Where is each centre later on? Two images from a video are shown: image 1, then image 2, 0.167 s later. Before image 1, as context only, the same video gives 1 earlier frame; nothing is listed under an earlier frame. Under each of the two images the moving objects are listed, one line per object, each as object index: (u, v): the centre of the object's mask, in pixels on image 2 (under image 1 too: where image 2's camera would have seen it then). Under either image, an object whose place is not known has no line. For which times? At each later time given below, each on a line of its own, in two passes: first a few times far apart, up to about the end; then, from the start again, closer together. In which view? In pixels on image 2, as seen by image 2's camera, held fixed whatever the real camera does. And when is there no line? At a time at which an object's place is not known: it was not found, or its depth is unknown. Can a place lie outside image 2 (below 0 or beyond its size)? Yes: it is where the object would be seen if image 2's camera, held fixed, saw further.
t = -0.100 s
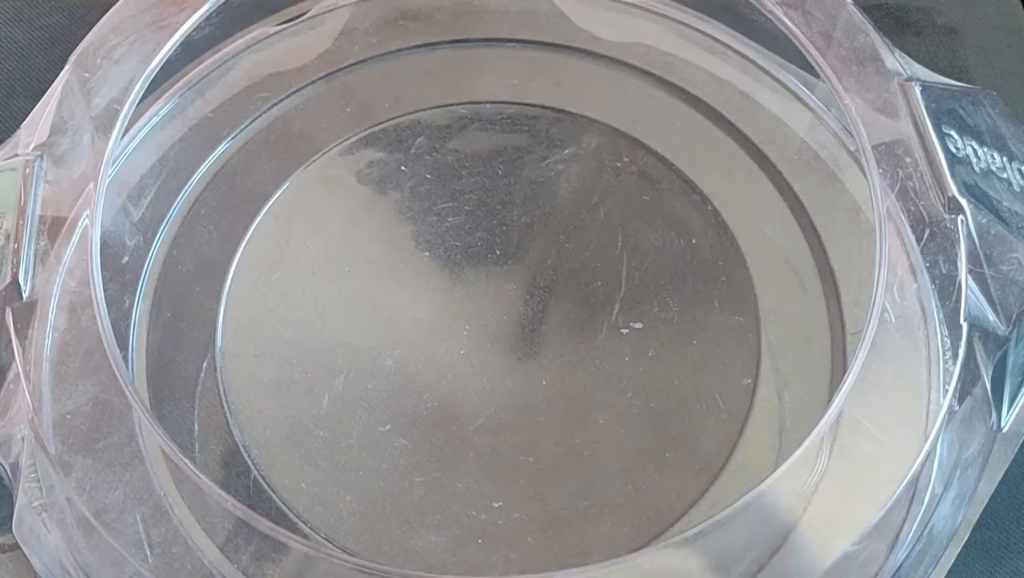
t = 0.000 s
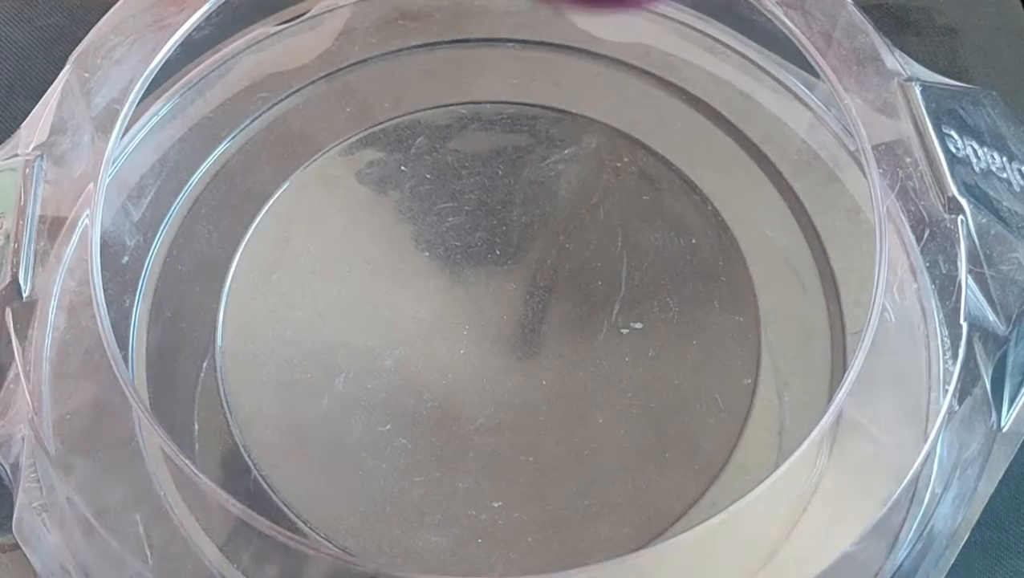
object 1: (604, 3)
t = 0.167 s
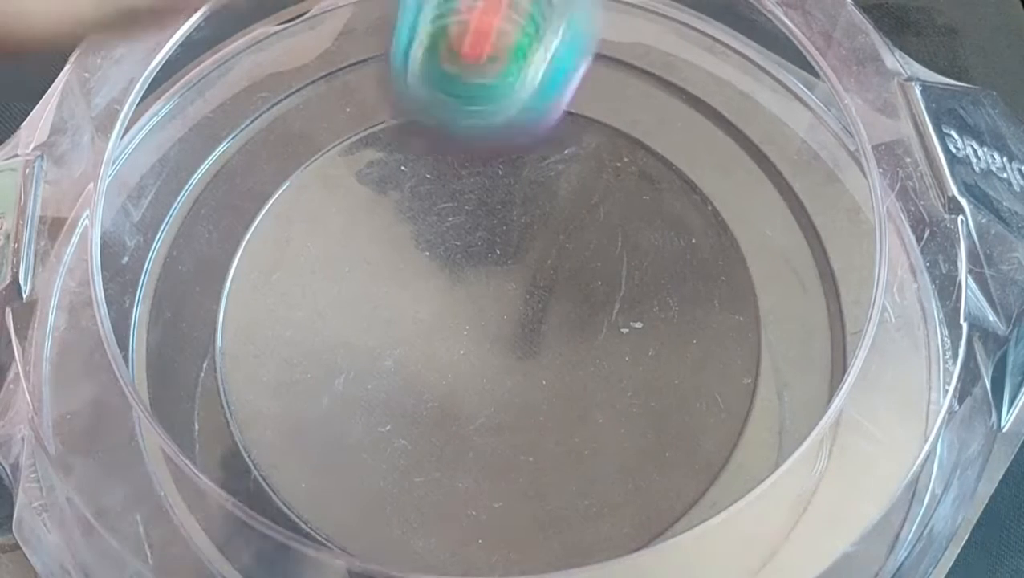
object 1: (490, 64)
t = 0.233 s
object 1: (452, 193)
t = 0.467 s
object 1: (455, 305)
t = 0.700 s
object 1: (507, 345)
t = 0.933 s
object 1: (520, 312)
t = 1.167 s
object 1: (473, 307)
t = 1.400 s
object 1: (487, 349)
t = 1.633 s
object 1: (525, 329)
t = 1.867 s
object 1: (486, 307)
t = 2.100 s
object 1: (483, 345)
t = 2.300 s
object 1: (520, 340)
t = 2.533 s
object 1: (493, 314)
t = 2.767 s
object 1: (487, 340)
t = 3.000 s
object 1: (502, 330)
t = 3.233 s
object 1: (487, 328)
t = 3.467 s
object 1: (494, 332)
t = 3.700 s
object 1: (490, 332)
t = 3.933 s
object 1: (490, 330)
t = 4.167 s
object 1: (489, 330)
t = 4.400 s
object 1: (489, 329)
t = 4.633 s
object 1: (489, 329)
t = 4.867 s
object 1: (489, 328)
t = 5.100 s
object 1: (489, 327)
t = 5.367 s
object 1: (489, 327)
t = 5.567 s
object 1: (489, 326)
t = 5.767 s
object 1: (489, 327)
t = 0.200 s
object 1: (468, 119)
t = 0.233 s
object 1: (452, 193)
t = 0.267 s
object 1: (437, 271)
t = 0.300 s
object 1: (433, 280)
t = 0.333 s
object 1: (434, 270)
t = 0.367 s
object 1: (437, 271)
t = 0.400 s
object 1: (443, 285)
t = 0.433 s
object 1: (448, 299)
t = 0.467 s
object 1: (455, 305)
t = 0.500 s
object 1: (462, 315)
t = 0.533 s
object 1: (468, 322)
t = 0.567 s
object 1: (476, 329)
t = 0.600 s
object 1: (482, 335)
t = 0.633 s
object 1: (491, 341)
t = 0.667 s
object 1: (499, 344)
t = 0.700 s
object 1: (507, 345)
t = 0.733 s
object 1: (514, 344)
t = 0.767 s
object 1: (518, 340)
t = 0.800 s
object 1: (523, 336)
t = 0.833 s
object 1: (524, 331)
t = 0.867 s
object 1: (525, 325)
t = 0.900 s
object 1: (524, 318)
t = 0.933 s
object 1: (520, 312)
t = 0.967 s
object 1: (515, 307)
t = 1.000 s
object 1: (509, 304)
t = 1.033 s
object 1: (502, 301)
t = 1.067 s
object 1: (494, 300)
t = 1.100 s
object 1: (487, 301)
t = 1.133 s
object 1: (479, 303)
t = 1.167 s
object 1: (473, 307)
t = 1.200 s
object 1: (469, 313)
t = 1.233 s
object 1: (466, 319)
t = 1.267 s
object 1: (466, 327)
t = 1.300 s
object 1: (469, 334)
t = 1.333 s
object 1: (473, 341)
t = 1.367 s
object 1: (478, 346)
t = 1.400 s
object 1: (487, 349)
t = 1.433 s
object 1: (495, 351)
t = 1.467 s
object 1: (503, 351)
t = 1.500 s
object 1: (511, 350)
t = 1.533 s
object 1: (518, 346)
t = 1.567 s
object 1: (522, 341)
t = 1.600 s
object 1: (524, 335)
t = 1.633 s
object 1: (525, 329)
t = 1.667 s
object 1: (524, 322)
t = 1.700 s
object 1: (520, 316)
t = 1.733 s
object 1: (515, 311)
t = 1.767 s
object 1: (507, 308)
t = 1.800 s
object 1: (501, 306)
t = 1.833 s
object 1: (493, 305)
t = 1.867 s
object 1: (486, 307)
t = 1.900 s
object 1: (479, 310)
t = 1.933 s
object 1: (475, 315)
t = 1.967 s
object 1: (472, 321)
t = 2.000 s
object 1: (471, 328)
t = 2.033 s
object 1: (474, 334)
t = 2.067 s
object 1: (477, 340)
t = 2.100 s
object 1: (483, 345)
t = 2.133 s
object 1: (490, 348)
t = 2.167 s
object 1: (497, 350)
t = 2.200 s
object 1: (505, 350)
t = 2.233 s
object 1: (511, 348)
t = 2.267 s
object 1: (517, 345)
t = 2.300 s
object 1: (520, 340)
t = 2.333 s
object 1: (521, 335)
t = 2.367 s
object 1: (520, 329)
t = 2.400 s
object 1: (517, 324)
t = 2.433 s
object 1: (512, 319)
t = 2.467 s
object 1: (506, 316)
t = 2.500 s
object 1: (500, 314)
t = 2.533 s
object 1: (493, 314)
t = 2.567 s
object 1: (488, 315)
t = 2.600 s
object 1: (483, 319)
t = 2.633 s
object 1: (480, 323)
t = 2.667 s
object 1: (479, 328)
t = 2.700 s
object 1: (480, 333)
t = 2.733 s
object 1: (483, 337)
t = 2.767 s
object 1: (487, 340)
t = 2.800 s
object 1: (491, 342)
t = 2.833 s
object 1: (496, 342)
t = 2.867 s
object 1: (500, 341)
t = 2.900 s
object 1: (503, 338)
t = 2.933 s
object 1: (504, 336)
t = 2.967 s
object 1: (504, 333)
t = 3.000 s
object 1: (502, 330)
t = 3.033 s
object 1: (499, 328)
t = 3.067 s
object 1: (496, 326)
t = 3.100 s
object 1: (493, 326)
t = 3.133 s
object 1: (491, 326)
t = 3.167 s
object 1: (489, 326)
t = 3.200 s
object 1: (487, 328)
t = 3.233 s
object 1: (487, 328)
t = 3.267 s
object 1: (488, 329)
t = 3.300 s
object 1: (489, 330)
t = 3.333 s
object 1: (490, 331)
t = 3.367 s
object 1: (491, 331)
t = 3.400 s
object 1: (493, 332)
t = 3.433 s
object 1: (493, 332)
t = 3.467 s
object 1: (494, 332)
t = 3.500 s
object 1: (494, 332)
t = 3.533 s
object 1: (494, 332)
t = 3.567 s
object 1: (493, 332)
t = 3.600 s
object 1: (492, 332)
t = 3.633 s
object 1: (491, 332)
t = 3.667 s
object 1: (490, 332)
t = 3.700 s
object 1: (490, 332)
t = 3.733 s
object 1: (489, 331)
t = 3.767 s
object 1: (489, 331)
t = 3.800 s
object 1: (489, 331)
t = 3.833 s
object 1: (489, 330)
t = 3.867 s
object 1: (489, 330)
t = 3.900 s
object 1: (489, 330)
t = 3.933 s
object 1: (490, 330)
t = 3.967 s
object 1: (490, 330)
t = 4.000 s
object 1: (490, 330)
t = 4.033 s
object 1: (490, 330)
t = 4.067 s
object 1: (490, 330)
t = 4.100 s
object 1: (489, 330)
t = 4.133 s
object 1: (489, 330)
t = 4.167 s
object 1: (489, 330)
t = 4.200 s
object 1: (489, 330)
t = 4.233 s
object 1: (489, 330)
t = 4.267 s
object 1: (489, 329)
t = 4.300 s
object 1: (489, 329)
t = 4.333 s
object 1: (489, 329)
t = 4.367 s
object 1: (489, 329)
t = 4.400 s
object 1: (489, 329)
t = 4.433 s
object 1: (489, 329)
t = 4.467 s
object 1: (489, 329)
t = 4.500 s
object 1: (489, 329)
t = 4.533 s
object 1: (489, 329)
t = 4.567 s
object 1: (489, 329)
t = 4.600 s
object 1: (488, 329)
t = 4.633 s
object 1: (489, 329)
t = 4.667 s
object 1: (489, 328)
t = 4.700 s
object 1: (489, 328)
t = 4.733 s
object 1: (489, 328)
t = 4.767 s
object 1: (489, 328)
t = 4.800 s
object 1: (489, 328)
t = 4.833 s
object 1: (489, 328)
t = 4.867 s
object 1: (489, 328)
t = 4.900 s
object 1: (489, 328)
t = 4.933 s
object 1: (489, 328)
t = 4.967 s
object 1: (489, 327)
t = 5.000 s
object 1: (489, 328)
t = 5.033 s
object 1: (489, 327)
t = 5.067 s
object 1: (489, 327)
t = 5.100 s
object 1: (489, 327)
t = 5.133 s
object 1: (489, 327)
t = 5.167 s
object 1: (489, 327)
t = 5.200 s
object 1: (489, 327)
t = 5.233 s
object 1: (489, 327)
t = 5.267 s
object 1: (489, 327)
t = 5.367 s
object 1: (489, 327)
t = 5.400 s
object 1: (489, 327)
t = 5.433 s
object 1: (489, 327)
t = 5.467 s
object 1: (489, 326)
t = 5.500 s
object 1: (489, 326)
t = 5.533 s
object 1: (489, 326)
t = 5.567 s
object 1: (489, 326)
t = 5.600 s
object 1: (489, 326)
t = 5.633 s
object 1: (489, 326)
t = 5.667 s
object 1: (489, 326)
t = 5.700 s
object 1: (489, 326)
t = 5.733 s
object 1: (489, 327)
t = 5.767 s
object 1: (489, 327)
